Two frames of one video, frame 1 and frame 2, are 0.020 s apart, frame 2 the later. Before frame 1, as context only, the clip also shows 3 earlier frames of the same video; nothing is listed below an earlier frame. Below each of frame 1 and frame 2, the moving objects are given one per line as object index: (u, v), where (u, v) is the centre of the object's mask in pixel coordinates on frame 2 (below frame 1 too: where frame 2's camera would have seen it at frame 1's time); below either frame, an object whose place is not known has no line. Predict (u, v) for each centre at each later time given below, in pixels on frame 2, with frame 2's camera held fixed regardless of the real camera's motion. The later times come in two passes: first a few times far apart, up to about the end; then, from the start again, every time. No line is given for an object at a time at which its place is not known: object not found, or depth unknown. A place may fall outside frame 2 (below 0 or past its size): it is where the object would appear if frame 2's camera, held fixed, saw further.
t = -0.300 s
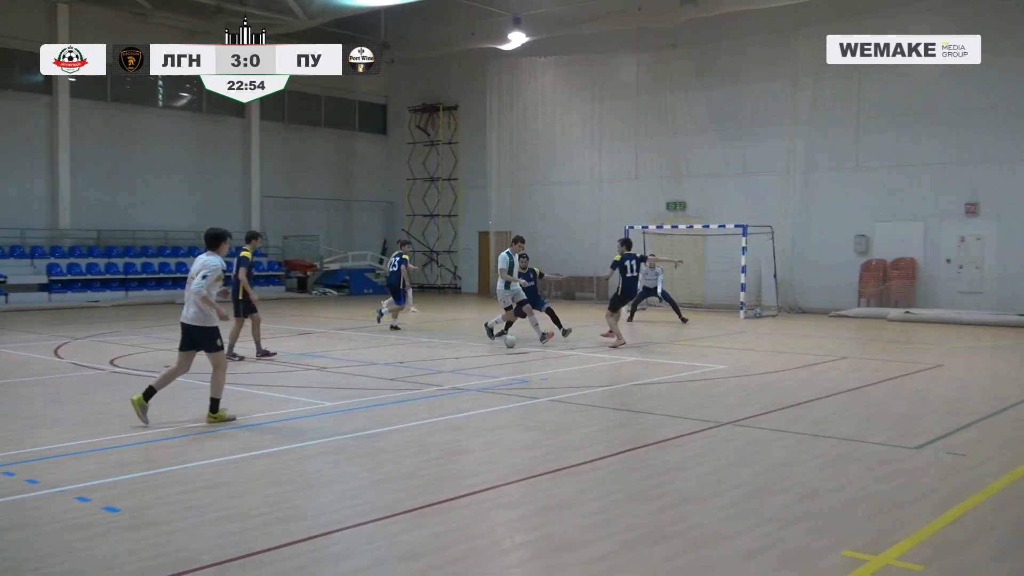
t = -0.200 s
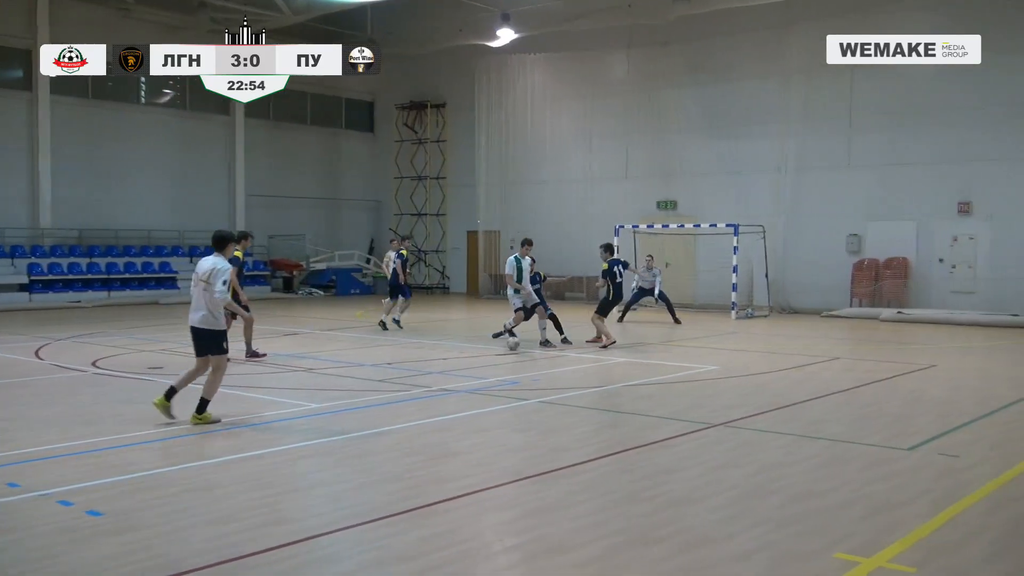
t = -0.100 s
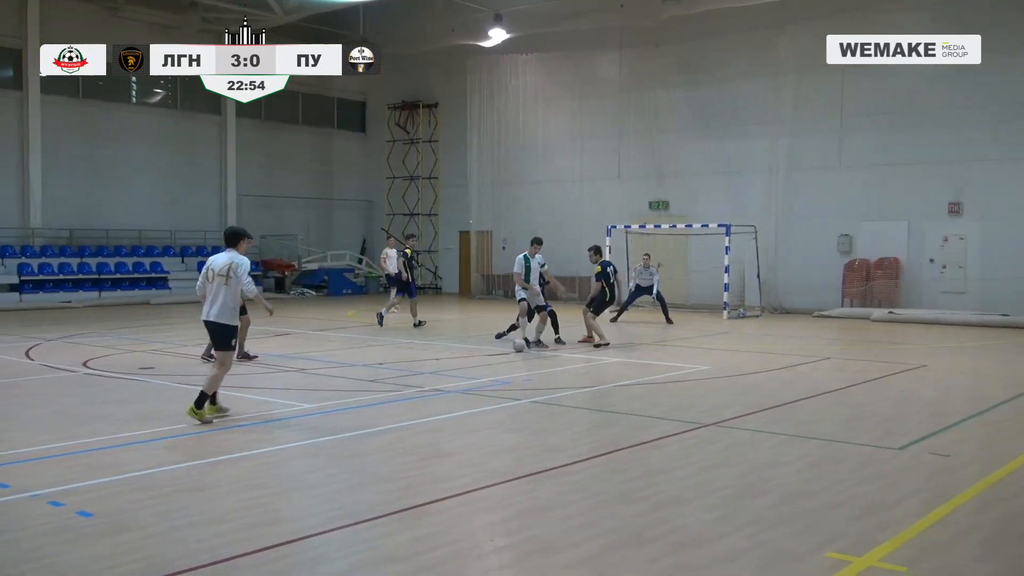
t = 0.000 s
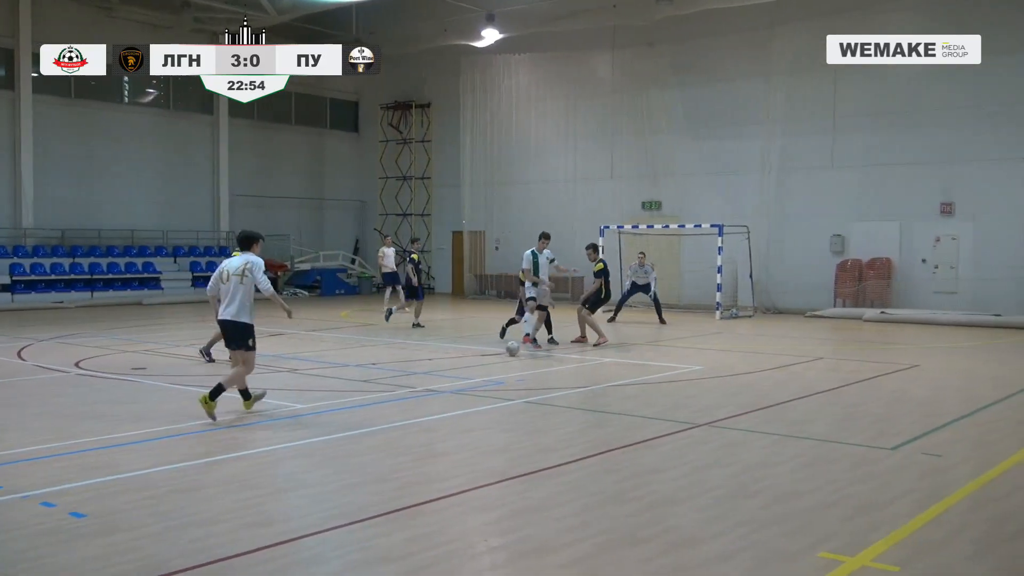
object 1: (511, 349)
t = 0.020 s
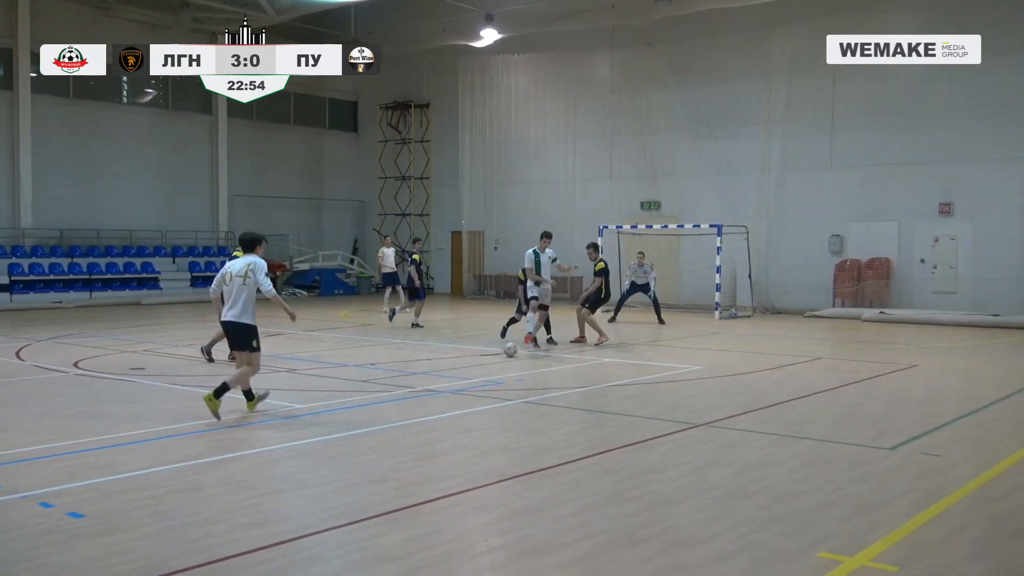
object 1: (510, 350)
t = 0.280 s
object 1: (502, 362)
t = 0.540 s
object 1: (496, 374)
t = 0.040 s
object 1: (509, 351)
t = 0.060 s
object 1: (509, 351)
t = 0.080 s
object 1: (507, 352)
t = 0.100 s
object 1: (507, 353)
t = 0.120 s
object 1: (506, 354)
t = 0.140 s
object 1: (505, 355)
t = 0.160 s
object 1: (505, 356)
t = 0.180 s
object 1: (504, 357)
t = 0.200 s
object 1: (503, 358)
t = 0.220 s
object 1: (503, 359)
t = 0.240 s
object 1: (502, 360)
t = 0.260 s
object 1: (503, 361)
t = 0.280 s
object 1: (502, 362)
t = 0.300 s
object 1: (502, 363)
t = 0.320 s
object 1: (501, 364)
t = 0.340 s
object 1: (501, 365)
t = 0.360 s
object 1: (501, 366)
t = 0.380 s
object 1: (501, 367)
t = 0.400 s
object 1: (499, 368)
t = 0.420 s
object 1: (499, 369)
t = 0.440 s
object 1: (499, 369)
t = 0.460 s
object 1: (498, 370)
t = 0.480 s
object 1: (498, 371)
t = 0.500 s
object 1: (497, 372)
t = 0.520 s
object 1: (497, 374)
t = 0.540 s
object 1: (496, 374)
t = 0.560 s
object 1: (496, 375)
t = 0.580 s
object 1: (495, 376)
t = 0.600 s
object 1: (495, 377)
